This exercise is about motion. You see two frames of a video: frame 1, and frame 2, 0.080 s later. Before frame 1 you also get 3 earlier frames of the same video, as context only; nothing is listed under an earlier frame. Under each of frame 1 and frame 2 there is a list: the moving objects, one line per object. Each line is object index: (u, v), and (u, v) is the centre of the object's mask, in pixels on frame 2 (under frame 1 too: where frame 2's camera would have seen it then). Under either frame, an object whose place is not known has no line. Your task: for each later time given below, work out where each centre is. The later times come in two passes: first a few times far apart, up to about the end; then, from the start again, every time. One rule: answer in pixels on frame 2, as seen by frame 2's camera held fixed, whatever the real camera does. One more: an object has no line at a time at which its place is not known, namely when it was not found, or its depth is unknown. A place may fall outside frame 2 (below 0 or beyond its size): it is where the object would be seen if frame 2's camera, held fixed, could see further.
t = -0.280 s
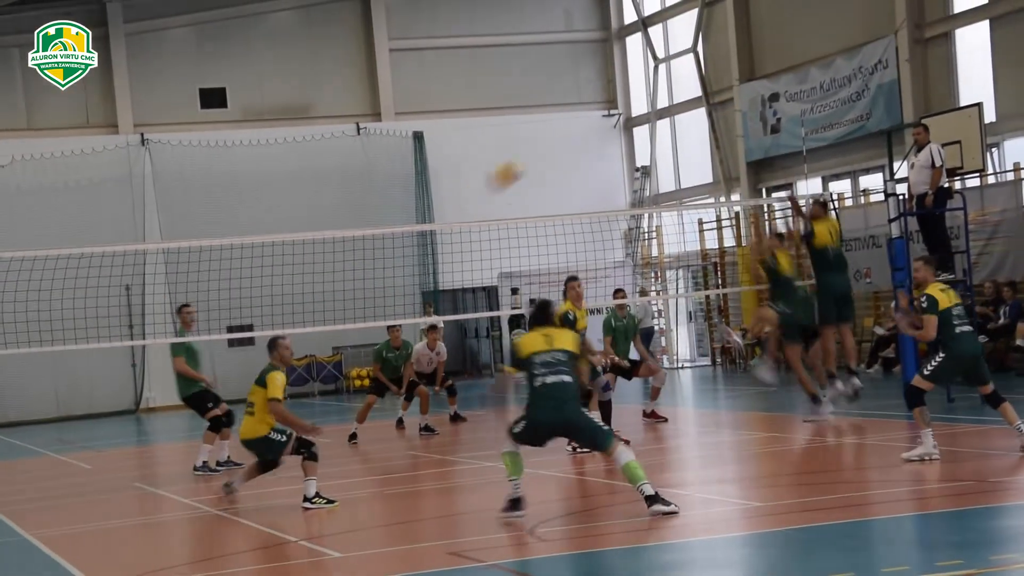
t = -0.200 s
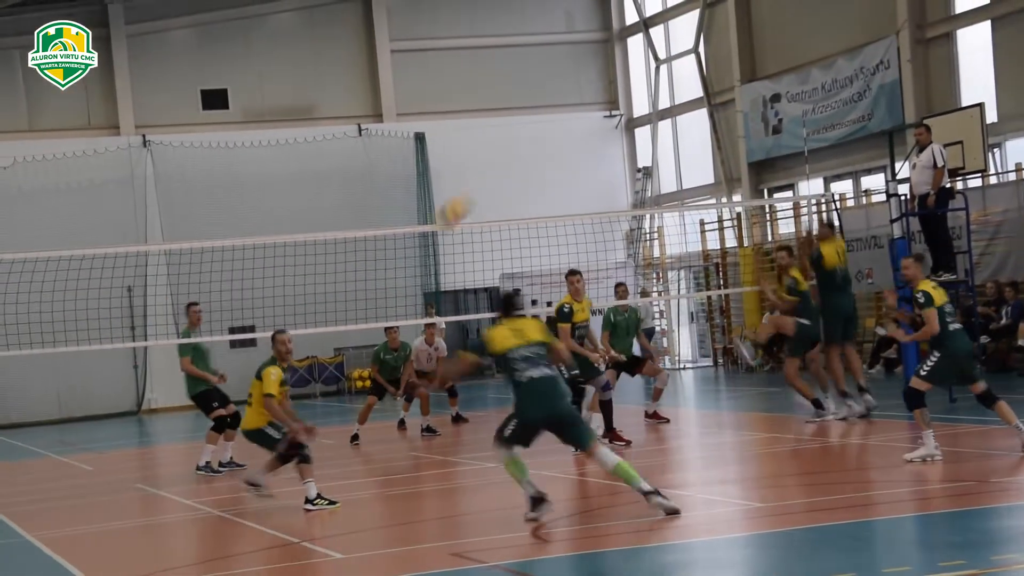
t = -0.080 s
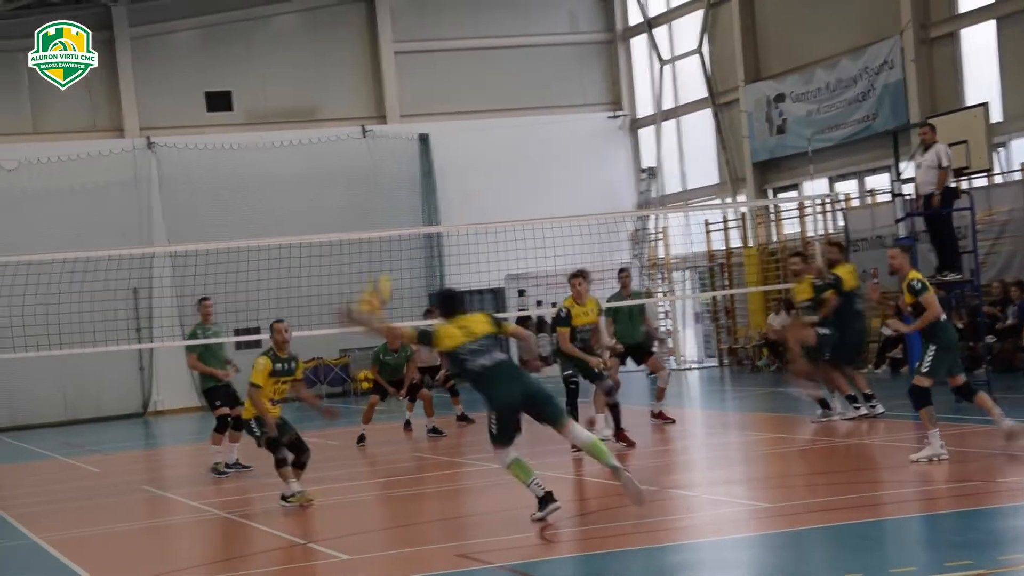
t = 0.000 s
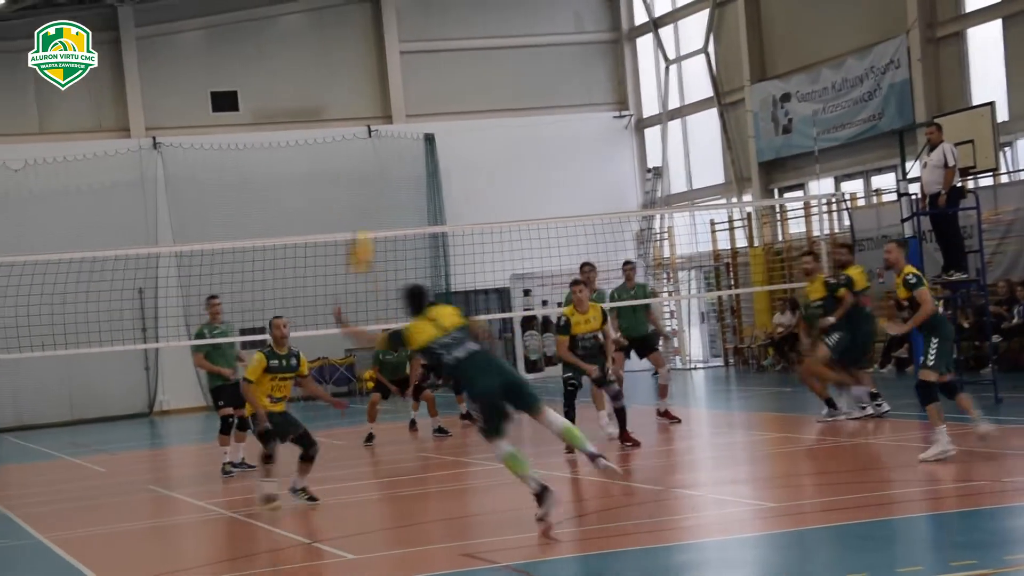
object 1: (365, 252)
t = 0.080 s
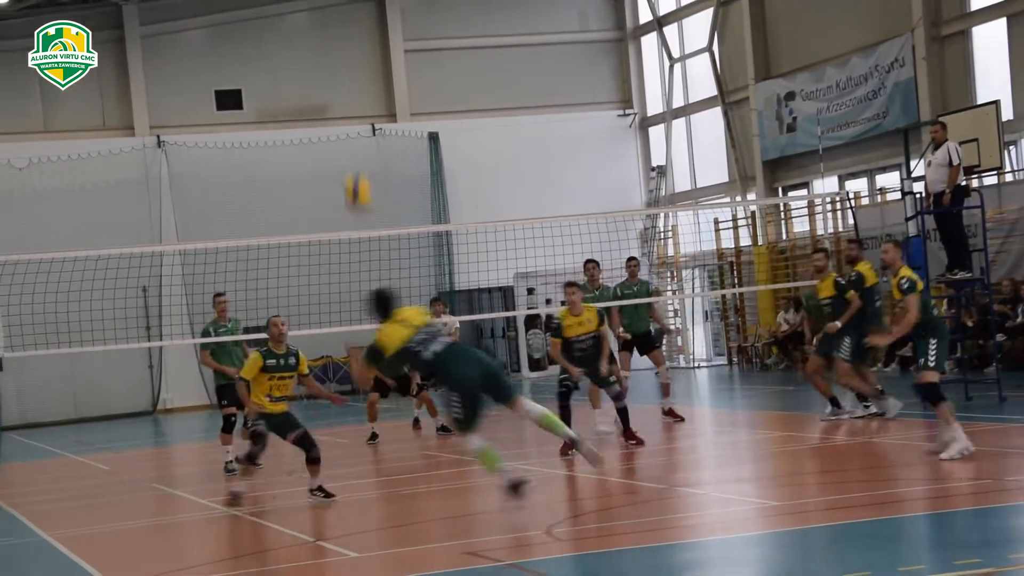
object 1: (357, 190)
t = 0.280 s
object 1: (346, 96)
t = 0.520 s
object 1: (336, 64)
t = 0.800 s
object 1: (336, 109)
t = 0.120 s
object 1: (354, 169)
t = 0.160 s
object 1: (351, 148)
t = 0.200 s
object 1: (349, 126)
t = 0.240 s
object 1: (347, 110)
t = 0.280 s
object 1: (346, 96)
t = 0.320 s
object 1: (343, 87)
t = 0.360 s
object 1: (341, 77)
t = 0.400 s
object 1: (339, 71)
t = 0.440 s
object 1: (338, 67)
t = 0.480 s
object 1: (337, 64)
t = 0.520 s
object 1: (336, 64)
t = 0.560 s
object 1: (335, 65)
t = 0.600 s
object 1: (335, 69)
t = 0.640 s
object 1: (335, 74)
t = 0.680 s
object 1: (335, 81)
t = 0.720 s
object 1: (335, 89)
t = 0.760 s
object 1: (336, 99)
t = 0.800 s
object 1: (336, 109)
